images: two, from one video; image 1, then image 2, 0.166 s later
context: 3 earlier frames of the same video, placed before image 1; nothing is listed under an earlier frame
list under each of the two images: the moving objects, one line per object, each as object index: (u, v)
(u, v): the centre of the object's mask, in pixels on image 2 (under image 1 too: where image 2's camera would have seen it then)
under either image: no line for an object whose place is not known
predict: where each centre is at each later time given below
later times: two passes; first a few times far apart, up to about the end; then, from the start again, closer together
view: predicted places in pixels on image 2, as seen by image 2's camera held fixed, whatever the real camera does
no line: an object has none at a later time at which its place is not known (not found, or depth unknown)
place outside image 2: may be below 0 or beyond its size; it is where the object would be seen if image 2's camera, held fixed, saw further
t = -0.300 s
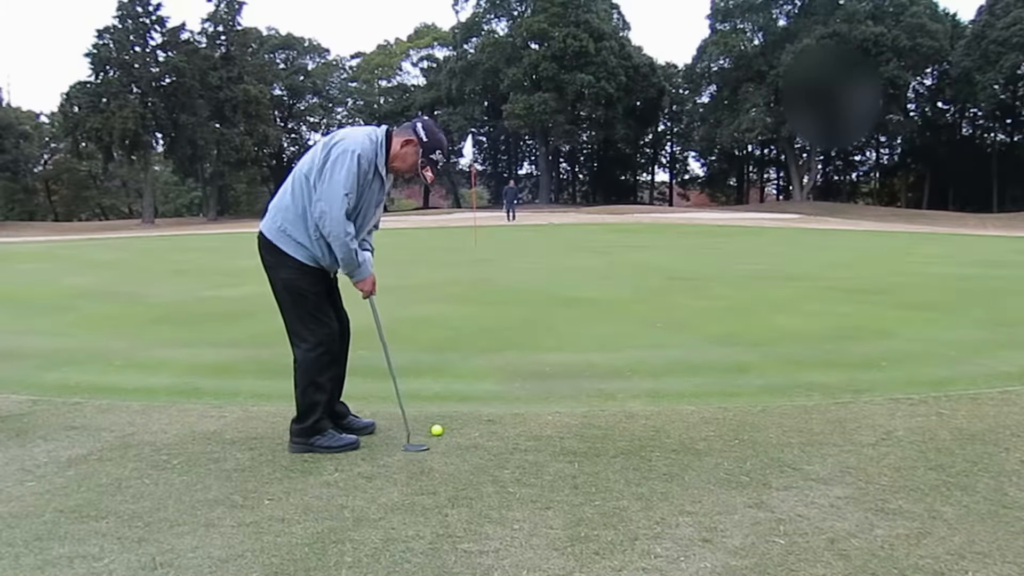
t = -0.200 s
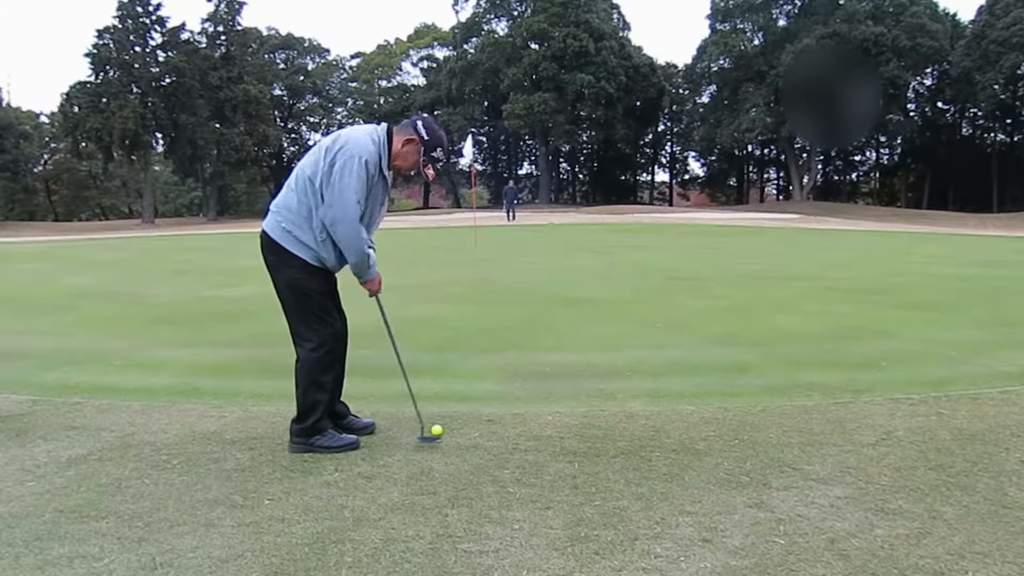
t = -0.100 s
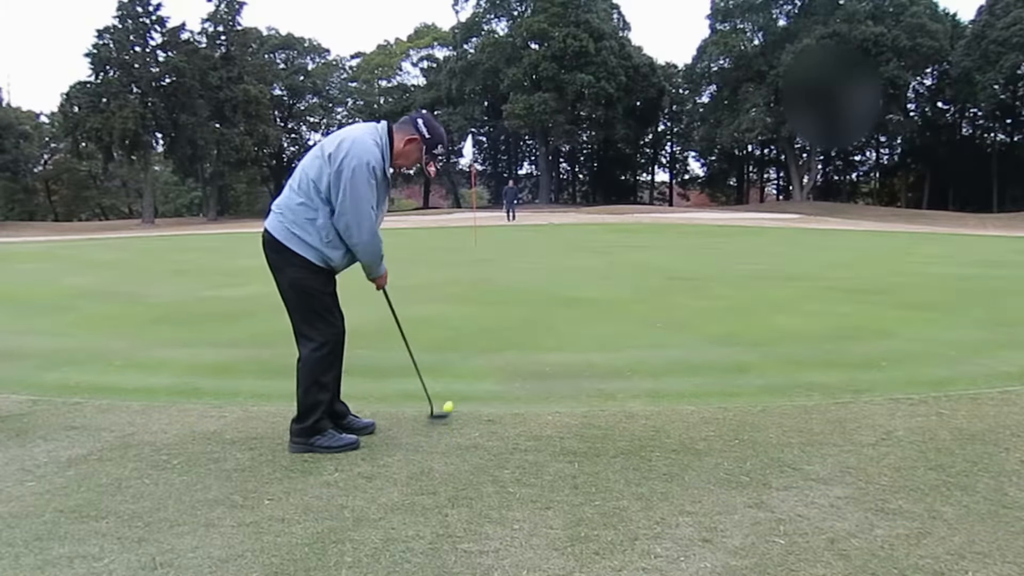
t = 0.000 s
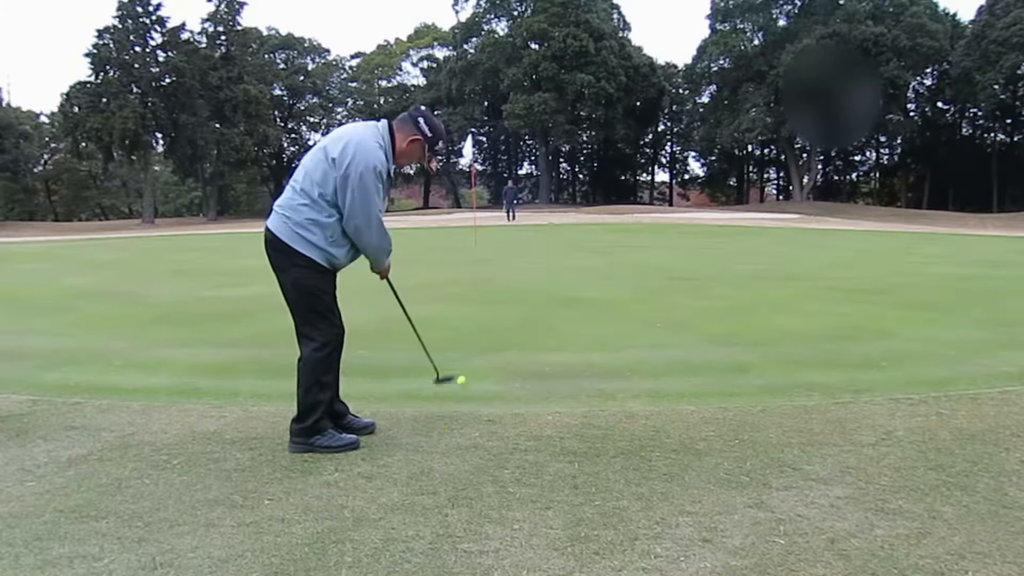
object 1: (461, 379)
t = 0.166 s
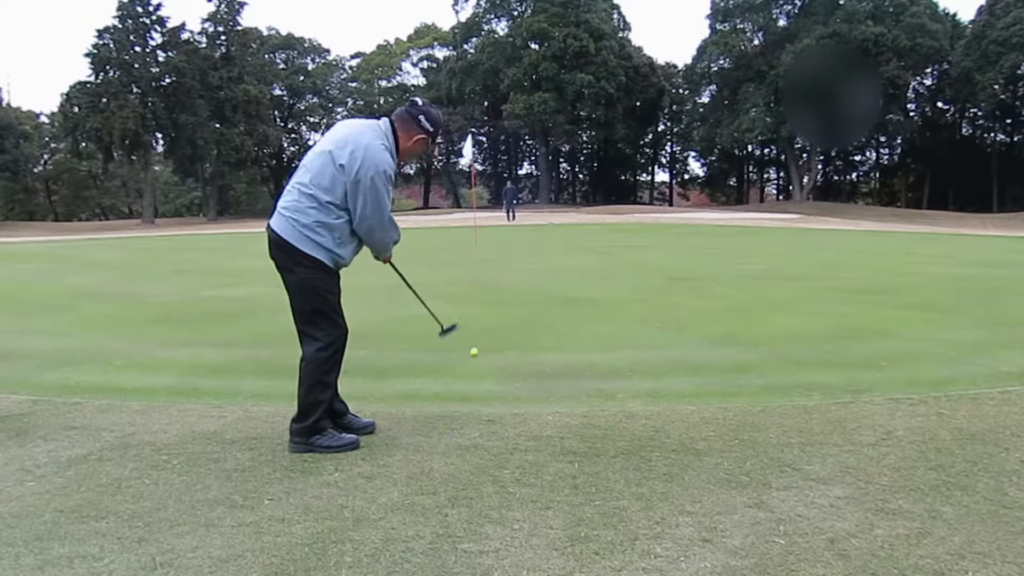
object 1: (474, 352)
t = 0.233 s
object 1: (477, 343)
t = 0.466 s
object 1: (485, 321)
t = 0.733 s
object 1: (491, 303)
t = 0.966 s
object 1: (494, 292)
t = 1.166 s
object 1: (495, 284)
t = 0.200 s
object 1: (476, 348)
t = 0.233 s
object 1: (477, 343)
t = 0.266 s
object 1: (479, 339)
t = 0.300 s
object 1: (480, 336)
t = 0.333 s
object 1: (482, 332)
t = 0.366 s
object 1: (483, 330)
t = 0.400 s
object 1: (483, 326)
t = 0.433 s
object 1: (485, 323)
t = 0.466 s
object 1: (485, 321)
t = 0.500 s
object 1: (486, 318)
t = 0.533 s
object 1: (487, 316)
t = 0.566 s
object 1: (488, 313)
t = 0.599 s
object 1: (489, 311)
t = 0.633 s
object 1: (490, 309)
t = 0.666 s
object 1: (490, 307)
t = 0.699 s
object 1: (491, 305)
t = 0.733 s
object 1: (491, 303)
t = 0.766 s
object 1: (492, 302)
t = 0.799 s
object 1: (492, 300)
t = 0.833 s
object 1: (492, 298)
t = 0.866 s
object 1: (493, 297)
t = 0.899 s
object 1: (493, 295)
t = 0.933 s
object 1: (494, 294)
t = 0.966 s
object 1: (494, 292)
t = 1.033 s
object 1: (494, 290)
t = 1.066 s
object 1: (495, 288)
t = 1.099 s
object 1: (495, 287)
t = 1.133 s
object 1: (495, 286)
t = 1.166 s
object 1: (495, 284)
